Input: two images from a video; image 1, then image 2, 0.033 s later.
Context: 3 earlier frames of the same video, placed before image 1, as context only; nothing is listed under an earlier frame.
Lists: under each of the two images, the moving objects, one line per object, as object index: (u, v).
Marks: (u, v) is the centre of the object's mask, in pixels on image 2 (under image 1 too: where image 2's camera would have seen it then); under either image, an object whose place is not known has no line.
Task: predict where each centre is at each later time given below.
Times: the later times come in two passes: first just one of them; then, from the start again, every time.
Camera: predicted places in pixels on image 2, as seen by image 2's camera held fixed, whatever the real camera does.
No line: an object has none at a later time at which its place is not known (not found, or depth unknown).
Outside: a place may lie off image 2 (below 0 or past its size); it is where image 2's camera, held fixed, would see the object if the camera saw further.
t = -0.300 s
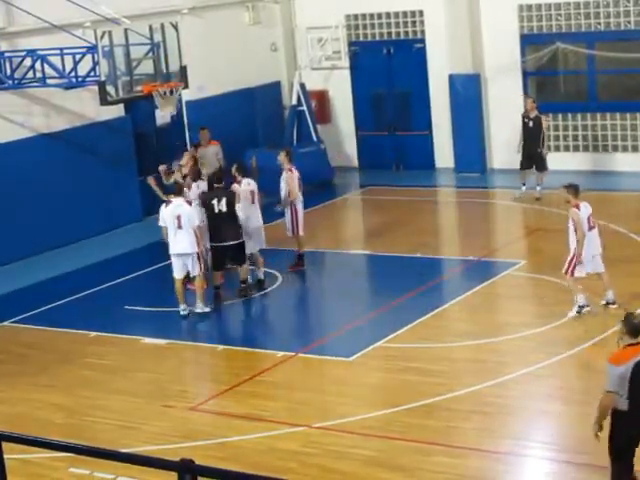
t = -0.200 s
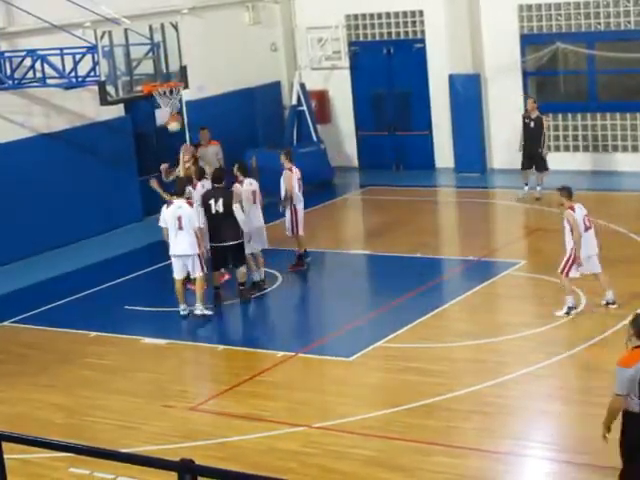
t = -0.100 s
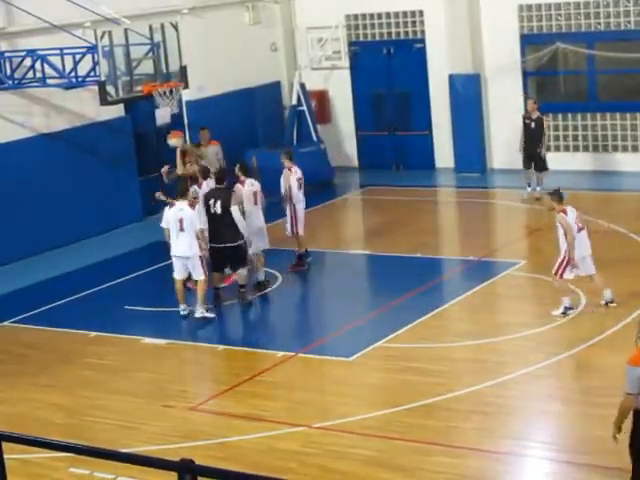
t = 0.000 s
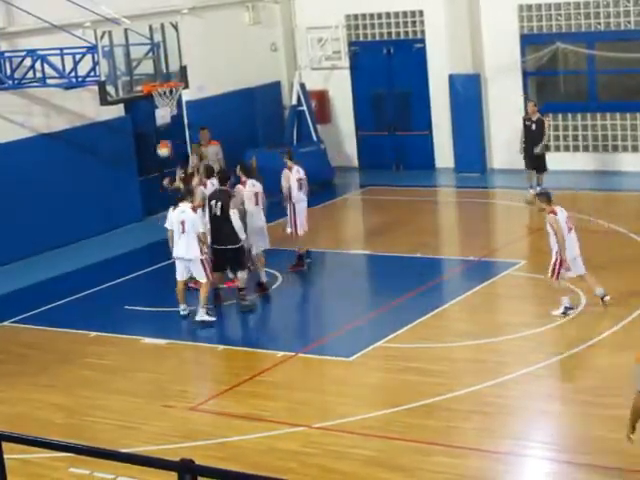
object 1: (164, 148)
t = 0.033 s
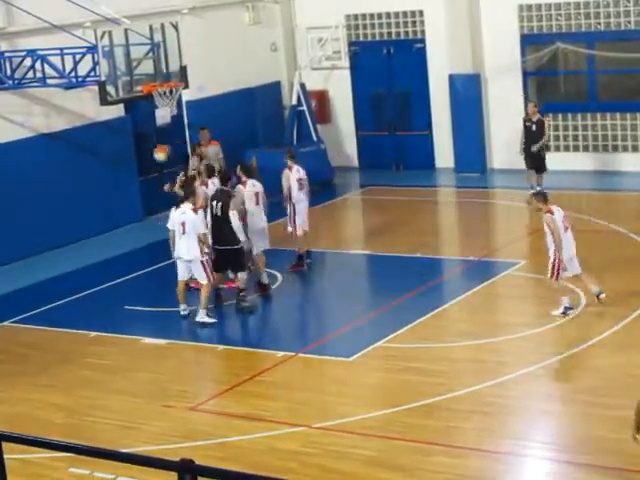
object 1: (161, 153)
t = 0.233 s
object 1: (144, 193)
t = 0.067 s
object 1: (157, 158)
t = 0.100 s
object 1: (154, 164)
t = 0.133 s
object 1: (151, 170)
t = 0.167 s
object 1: (149, 178)
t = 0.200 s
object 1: (146, 185)
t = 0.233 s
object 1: (144, 193)
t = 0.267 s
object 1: (141, 203)
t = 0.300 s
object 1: (139, 213)
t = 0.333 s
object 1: (137, 223)
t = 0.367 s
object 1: (137, 236)
